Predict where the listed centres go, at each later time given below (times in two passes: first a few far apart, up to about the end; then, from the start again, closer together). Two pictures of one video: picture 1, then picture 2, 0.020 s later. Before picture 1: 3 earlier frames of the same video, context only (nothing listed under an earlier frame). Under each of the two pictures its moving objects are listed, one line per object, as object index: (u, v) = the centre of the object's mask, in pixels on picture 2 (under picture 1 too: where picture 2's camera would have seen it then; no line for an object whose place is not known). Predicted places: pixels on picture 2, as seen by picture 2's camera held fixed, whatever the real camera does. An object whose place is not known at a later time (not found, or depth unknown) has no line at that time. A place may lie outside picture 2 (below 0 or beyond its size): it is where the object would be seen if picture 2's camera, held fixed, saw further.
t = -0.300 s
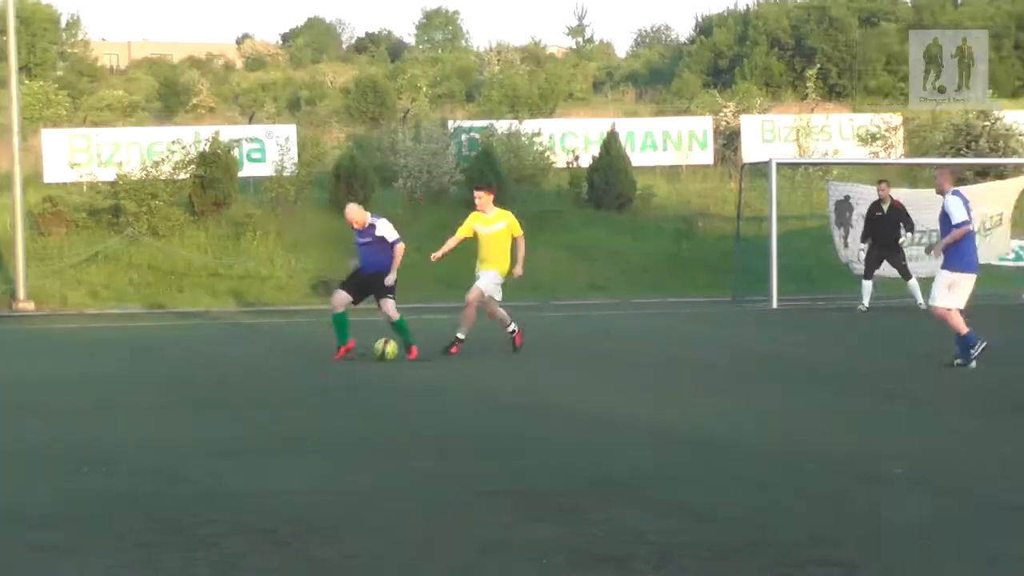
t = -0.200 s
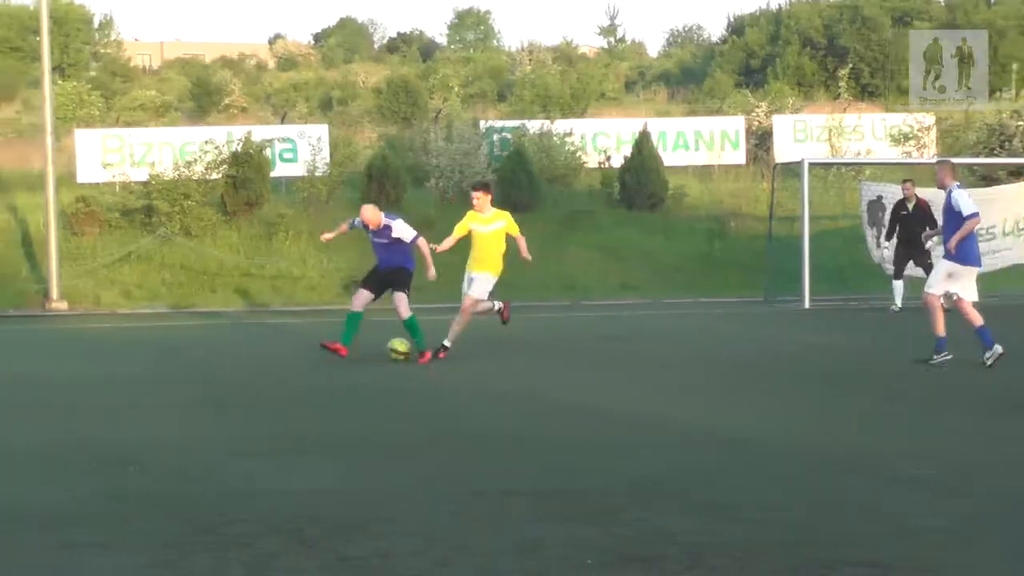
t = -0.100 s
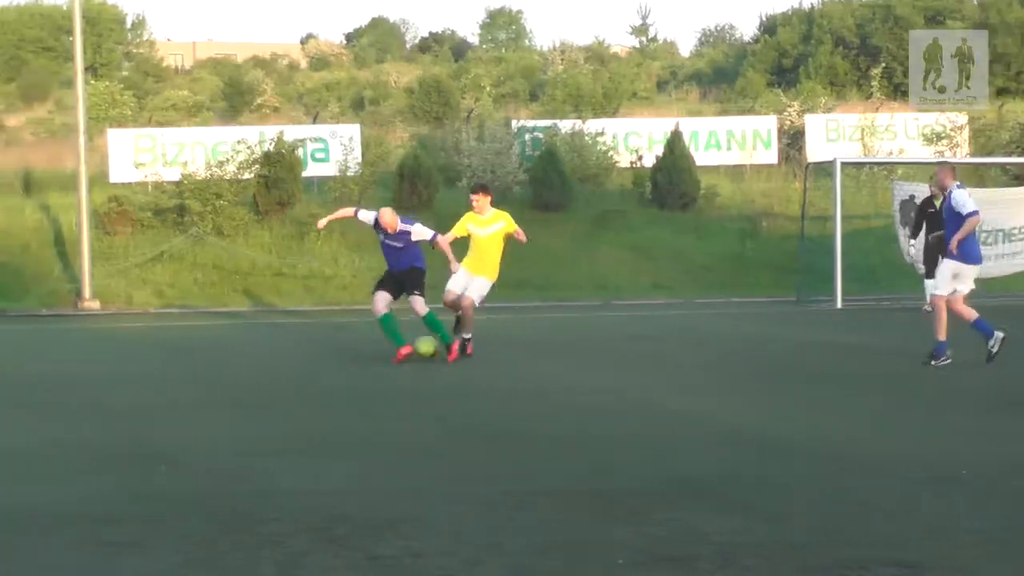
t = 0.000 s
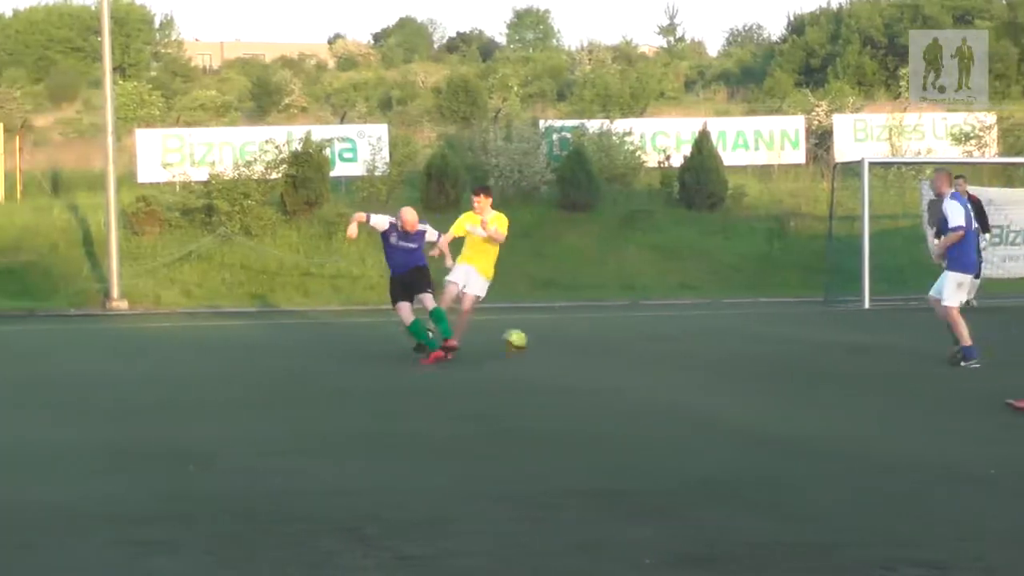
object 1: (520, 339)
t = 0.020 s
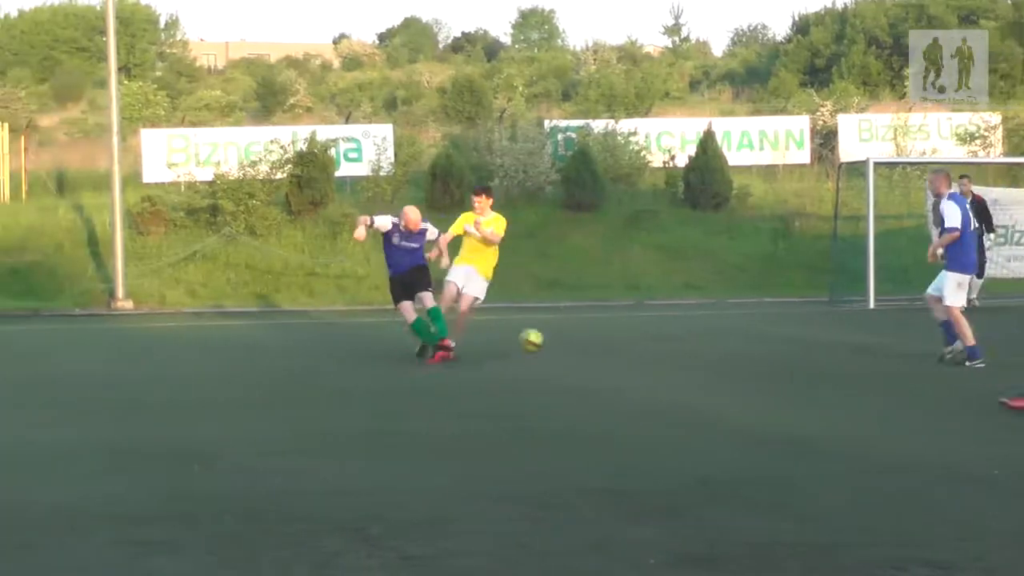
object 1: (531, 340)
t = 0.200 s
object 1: (623, 337)
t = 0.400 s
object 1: (700, 334)
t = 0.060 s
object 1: (555, 341)
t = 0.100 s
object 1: (577, 342)
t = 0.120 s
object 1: (588, 344)
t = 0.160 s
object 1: (606, 340)
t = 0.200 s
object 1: (623, 337)
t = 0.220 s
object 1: (632, 335)
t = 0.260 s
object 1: (649, 335)
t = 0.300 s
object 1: (666, 336)
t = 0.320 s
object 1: (674, 337)
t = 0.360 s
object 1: (687, 336)
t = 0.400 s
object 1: (700, 334)
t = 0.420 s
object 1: (707, 333)
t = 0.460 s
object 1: (719, 333)
